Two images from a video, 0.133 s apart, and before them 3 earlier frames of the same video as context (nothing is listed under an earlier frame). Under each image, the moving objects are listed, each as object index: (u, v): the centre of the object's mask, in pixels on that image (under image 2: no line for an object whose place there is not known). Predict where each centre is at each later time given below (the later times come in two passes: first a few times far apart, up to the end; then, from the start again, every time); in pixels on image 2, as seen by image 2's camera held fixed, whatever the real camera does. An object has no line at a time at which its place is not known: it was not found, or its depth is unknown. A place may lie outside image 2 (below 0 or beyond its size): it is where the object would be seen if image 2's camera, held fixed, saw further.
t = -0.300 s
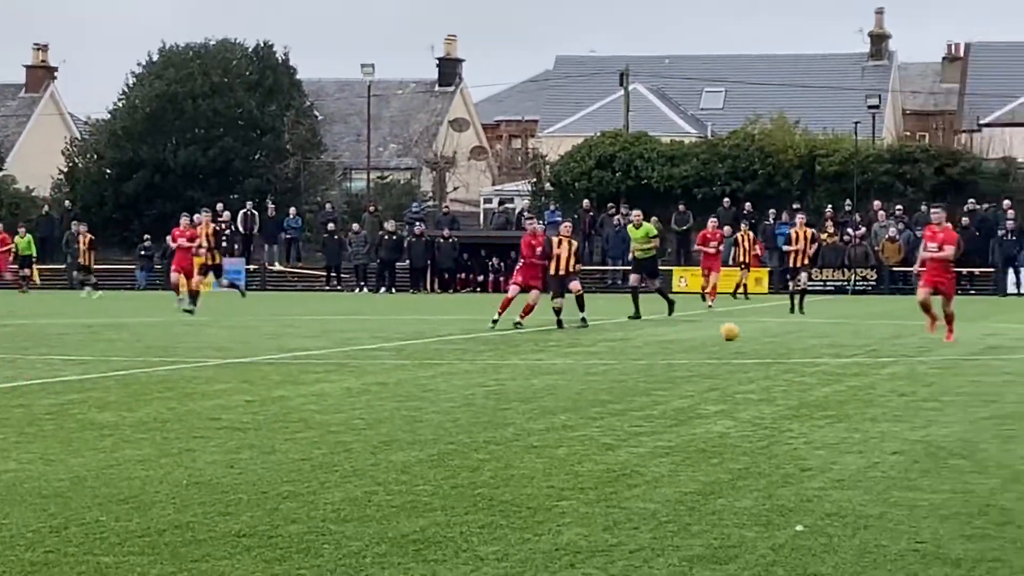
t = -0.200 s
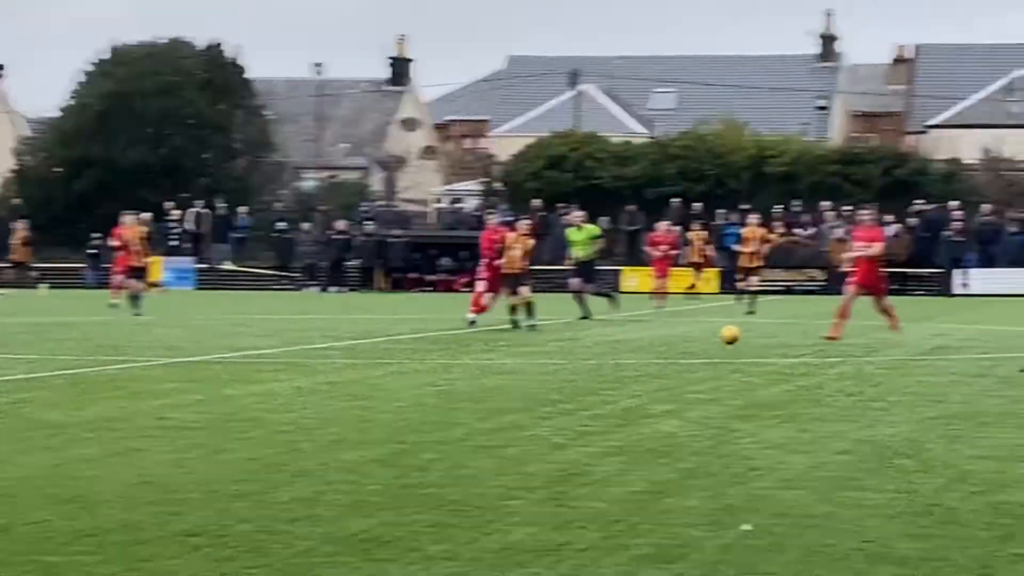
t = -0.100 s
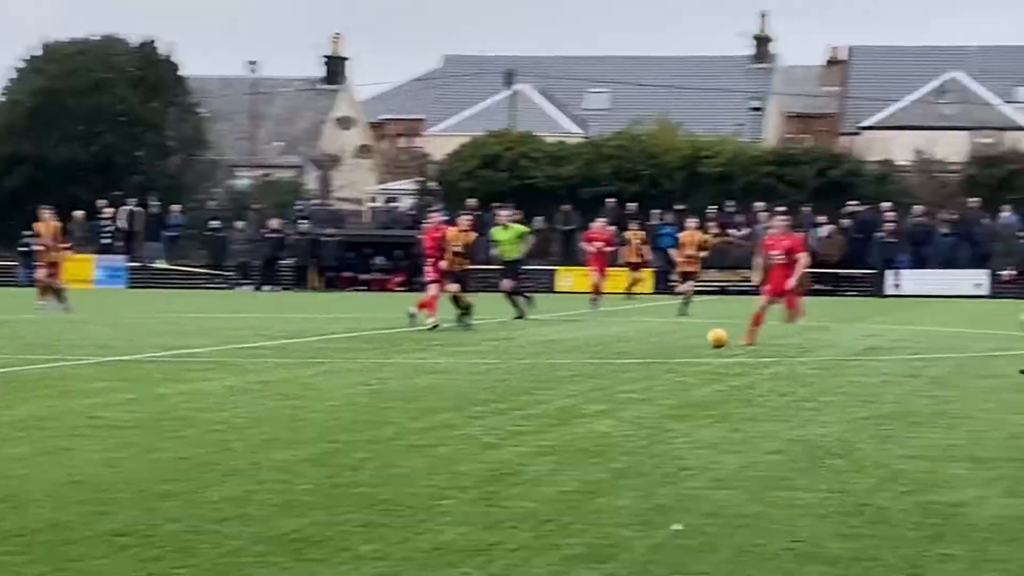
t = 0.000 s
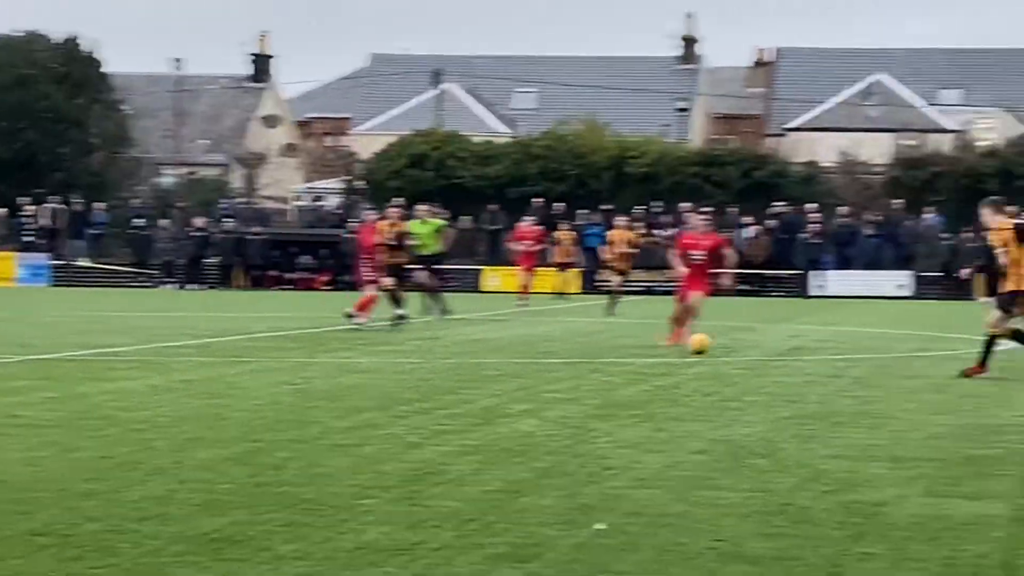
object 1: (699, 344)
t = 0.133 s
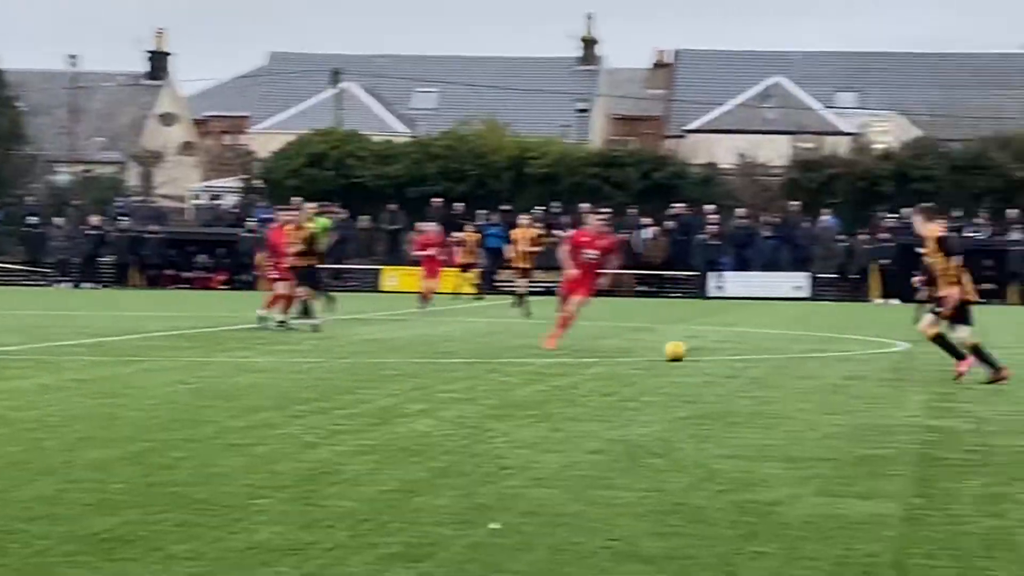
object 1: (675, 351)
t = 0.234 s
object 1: (734, 355)
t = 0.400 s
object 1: (836, 366)
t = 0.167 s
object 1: (694, 352)
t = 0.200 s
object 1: (714, 353)
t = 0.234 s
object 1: (734, 355)
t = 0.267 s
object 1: (754, 359)
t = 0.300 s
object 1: (775, 359)
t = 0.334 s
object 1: (795, 360)
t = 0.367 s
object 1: (815, 363)
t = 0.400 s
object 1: (836, 366)
